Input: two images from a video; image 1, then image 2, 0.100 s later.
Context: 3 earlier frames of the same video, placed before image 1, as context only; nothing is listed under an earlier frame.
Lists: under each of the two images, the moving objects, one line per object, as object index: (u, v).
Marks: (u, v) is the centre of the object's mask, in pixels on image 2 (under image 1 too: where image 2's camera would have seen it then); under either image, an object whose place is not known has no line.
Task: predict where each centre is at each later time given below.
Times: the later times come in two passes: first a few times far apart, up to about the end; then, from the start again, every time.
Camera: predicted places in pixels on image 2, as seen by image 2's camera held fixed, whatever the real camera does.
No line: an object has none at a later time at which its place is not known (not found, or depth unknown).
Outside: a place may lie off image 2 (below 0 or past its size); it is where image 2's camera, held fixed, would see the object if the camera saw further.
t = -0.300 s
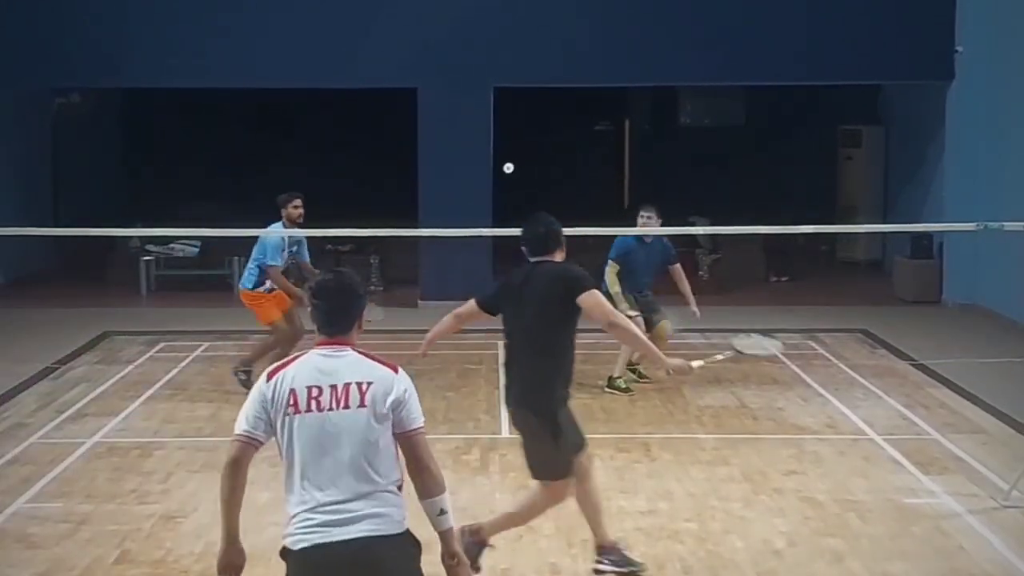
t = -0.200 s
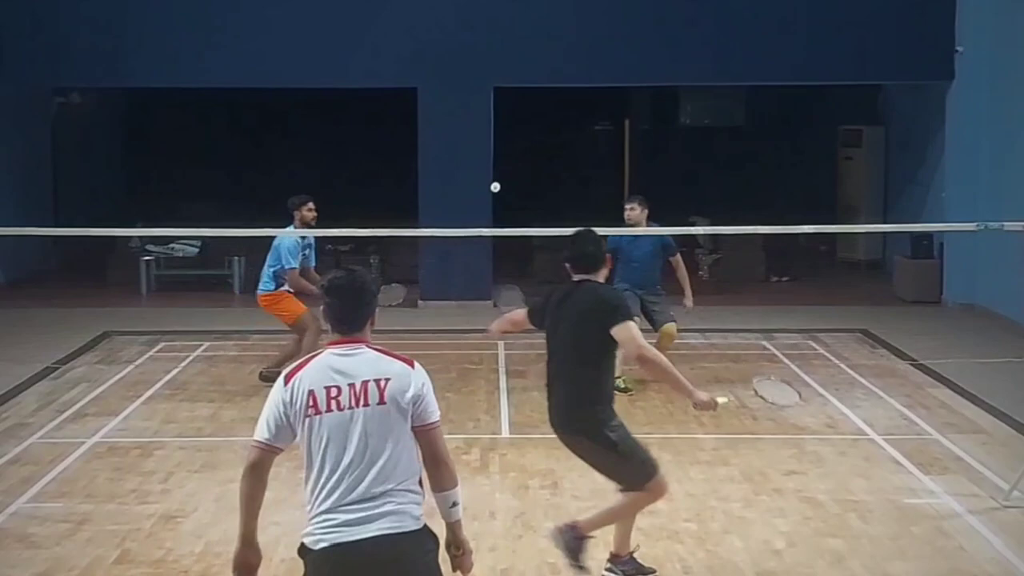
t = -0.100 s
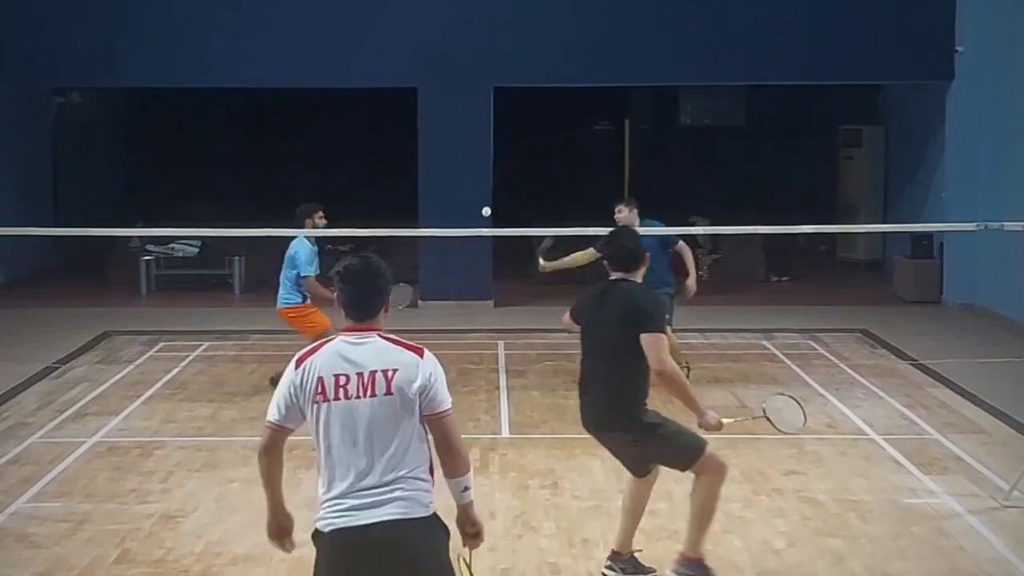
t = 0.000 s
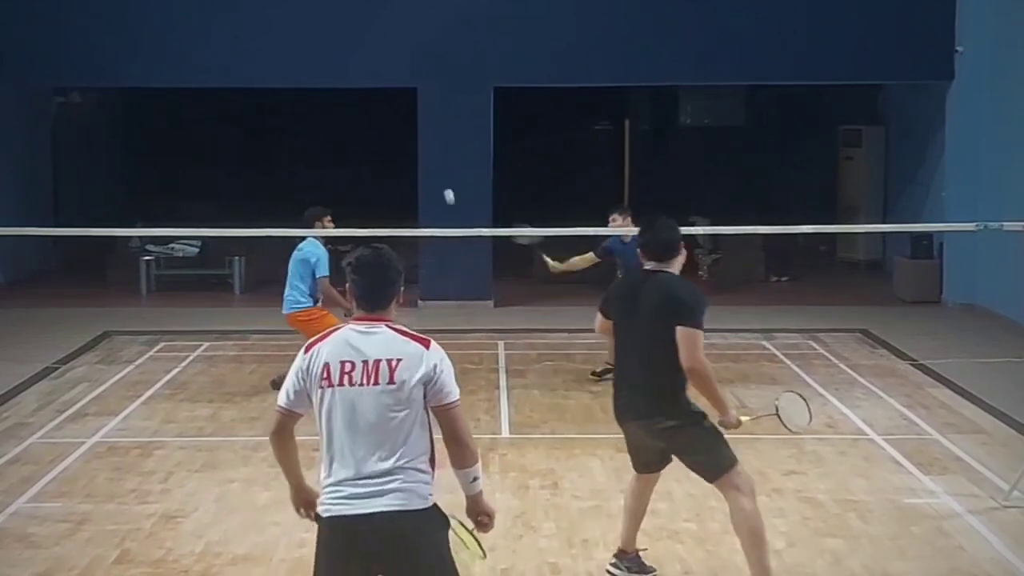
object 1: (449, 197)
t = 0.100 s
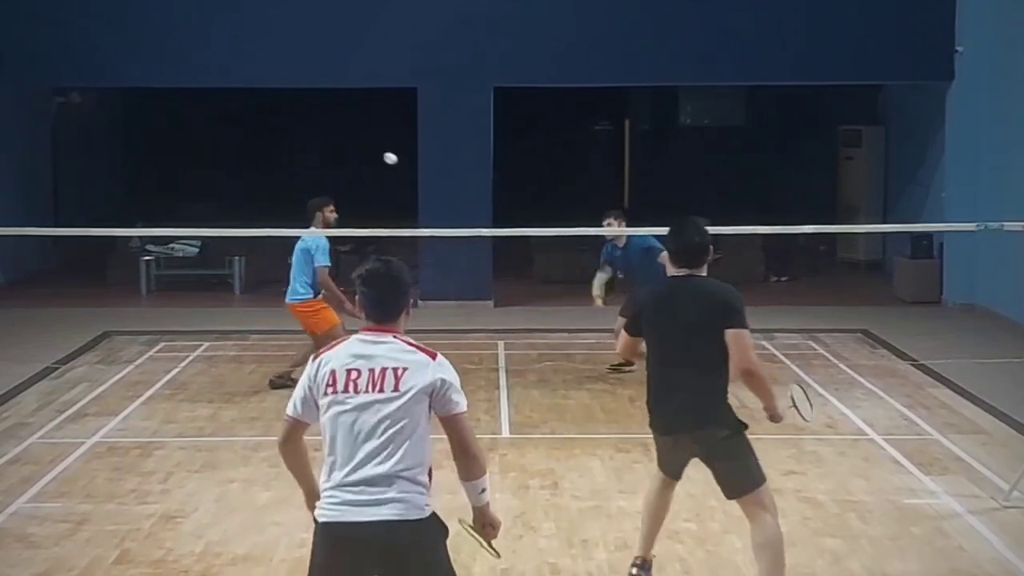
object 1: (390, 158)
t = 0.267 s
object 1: (301, 131)
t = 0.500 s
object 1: (178, 178)
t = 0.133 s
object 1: (371, 149)
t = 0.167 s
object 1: (354, 142)
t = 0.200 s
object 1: (336, 136)
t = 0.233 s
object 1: (318, 132)
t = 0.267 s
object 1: (301, 131)
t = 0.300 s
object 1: (284, 131)
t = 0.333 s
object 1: (266, 134)
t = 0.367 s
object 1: (248, 138)
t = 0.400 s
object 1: (231, 144)
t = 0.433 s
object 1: (213, 153)
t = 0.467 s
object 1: (196, 165)
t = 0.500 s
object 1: (178, 178)
